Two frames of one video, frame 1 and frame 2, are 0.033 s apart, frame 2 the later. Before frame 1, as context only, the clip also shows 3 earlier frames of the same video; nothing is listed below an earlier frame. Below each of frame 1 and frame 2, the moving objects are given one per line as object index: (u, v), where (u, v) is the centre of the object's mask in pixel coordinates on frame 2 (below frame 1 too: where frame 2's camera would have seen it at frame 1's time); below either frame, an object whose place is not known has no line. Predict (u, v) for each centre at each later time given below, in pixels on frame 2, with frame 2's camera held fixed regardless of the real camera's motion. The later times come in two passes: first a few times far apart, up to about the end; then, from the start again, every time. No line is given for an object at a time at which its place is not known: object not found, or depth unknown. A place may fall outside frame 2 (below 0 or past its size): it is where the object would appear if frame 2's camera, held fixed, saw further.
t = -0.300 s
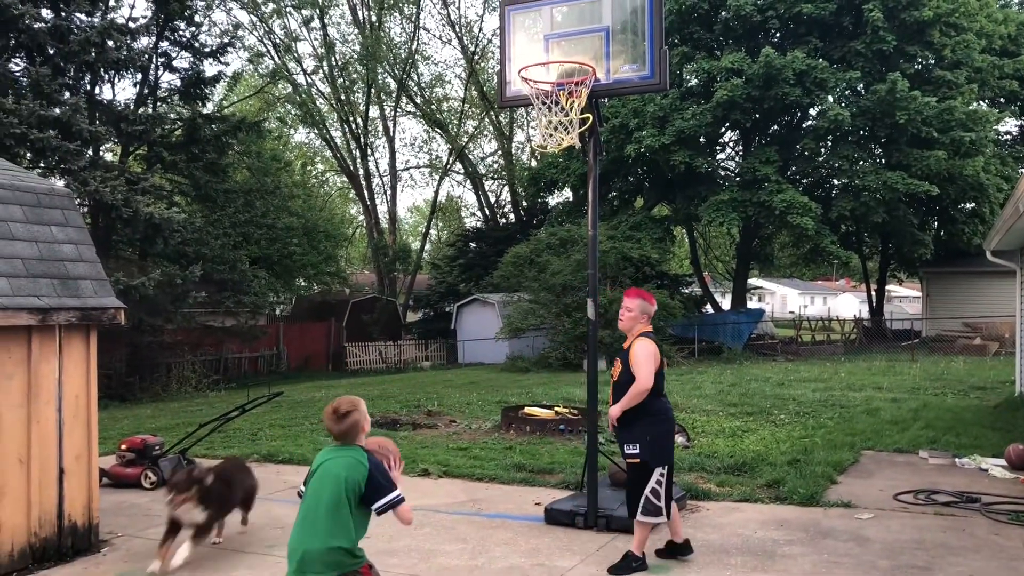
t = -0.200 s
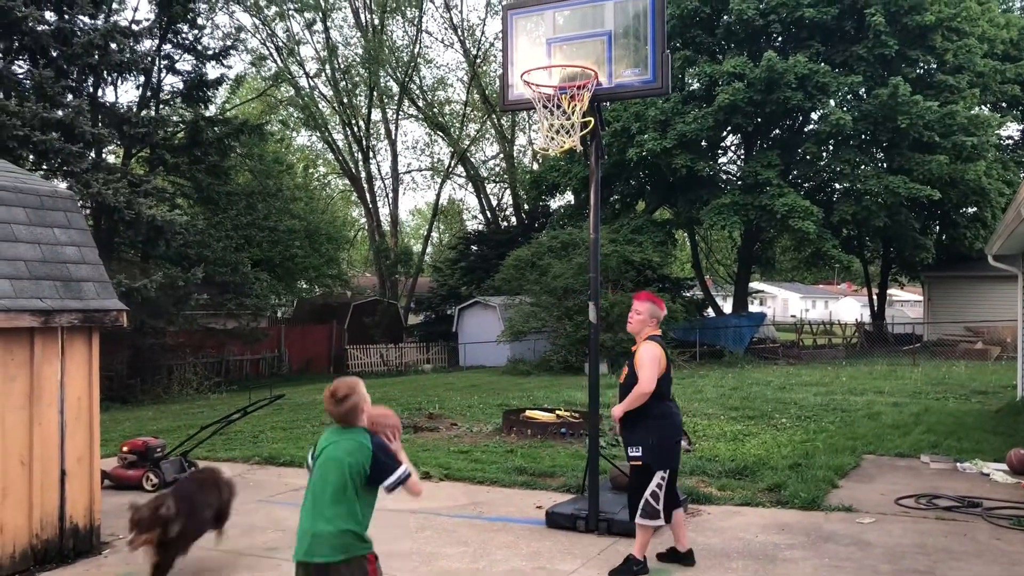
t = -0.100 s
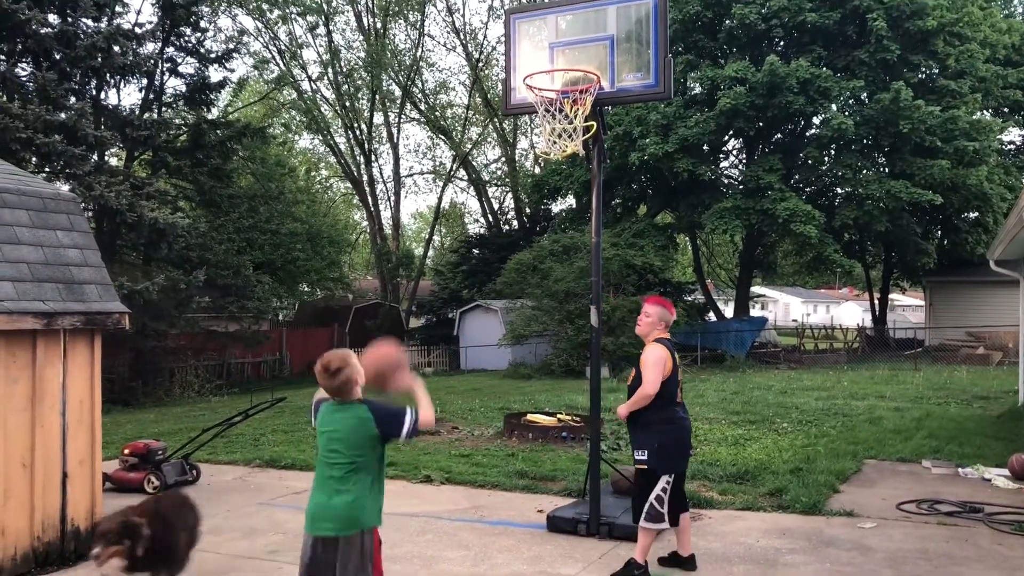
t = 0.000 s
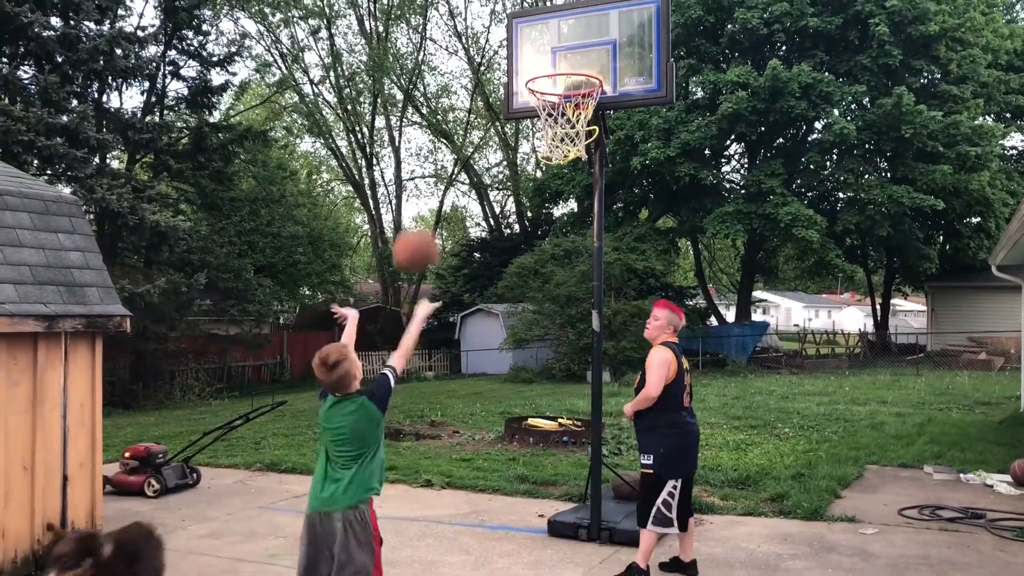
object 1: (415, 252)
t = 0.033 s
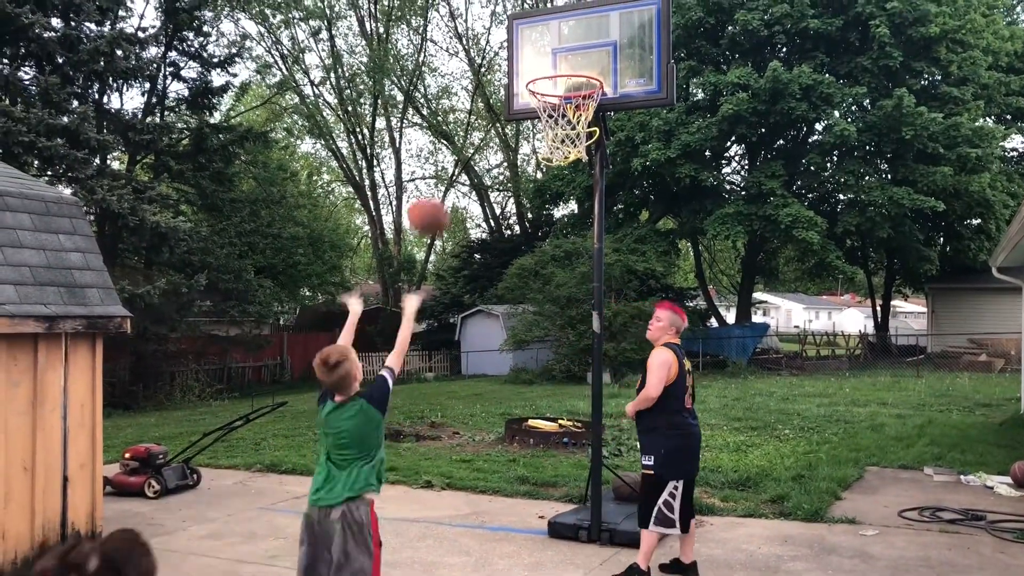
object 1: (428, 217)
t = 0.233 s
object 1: (483, 70)
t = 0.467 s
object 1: (532, 14)
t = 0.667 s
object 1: (565, 40)
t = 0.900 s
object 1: (572, 45)
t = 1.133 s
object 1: (554, 33)
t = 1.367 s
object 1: (534, 73)
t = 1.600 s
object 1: (515, 92)
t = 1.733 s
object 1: (506, 125)
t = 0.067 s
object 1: (438, 183)
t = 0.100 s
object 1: (447, 155)
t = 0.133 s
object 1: (457, 130)
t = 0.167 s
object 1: (467, 107)
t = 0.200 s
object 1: (475, 87)
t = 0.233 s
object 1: (483, 70)
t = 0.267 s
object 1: (490, 57)
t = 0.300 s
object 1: (498, 43)
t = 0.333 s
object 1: (506, 33)
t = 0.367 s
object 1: (513, 25)
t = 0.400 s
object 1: (520, 19)
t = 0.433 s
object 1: (526, 16)
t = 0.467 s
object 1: (532, 14)
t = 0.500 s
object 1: (538, 14)
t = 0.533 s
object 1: (544, 16)
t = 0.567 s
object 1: (549, 20)
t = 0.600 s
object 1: (555, 25)
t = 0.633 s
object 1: (560, 32)
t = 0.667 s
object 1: (565, 40)
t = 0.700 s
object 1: (570, 49)
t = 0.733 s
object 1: (574, 60)
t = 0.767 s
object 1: (578, 72)
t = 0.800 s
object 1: (579, 72)
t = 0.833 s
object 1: (577, 62)
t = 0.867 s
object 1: (574, 53)
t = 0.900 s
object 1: (572, 45)
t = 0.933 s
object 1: (570, 39)
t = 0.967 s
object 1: (567, 34)
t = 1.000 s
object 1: (564, 31)
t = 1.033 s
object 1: (562, 29)
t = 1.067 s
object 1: (559, 30)
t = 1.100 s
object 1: (557, 31)
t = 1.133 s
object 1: (554, 33)
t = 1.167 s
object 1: (550, 39)
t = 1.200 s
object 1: (548, 45)
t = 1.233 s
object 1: (545, 53)
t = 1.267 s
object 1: (542, 62)
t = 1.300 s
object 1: (539, 73)
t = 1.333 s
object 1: (537, 76)
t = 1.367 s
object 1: (534, 73)
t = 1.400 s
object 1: (532, 71)
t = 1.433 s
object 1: (529, 70)
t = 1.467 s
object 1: (527, 72)
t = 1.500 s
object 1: (524, 75)
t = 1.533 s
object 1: (520, 78)
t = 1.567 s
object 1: (518, 86)
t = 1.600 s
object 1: (515, 92)
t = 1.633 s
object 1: (514, 98)
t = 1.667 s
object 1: (511, 105)
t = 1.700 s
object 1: (508, 114)
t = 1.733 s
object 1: (506, 125)
